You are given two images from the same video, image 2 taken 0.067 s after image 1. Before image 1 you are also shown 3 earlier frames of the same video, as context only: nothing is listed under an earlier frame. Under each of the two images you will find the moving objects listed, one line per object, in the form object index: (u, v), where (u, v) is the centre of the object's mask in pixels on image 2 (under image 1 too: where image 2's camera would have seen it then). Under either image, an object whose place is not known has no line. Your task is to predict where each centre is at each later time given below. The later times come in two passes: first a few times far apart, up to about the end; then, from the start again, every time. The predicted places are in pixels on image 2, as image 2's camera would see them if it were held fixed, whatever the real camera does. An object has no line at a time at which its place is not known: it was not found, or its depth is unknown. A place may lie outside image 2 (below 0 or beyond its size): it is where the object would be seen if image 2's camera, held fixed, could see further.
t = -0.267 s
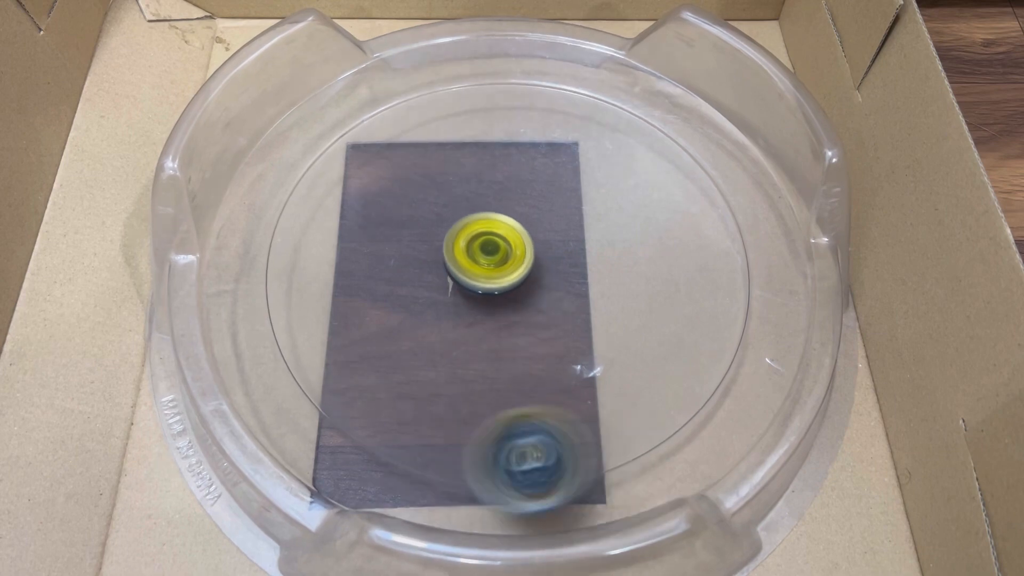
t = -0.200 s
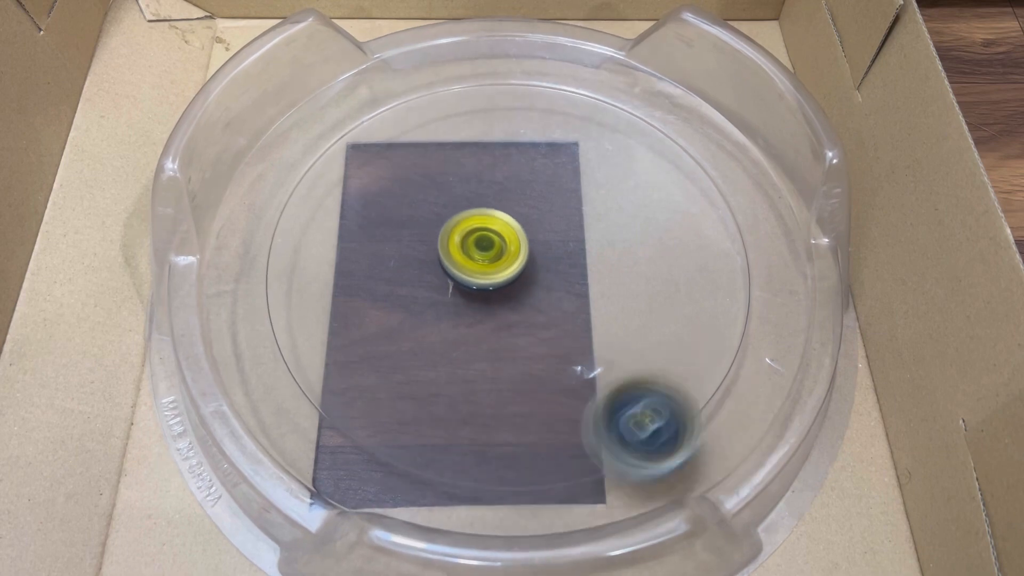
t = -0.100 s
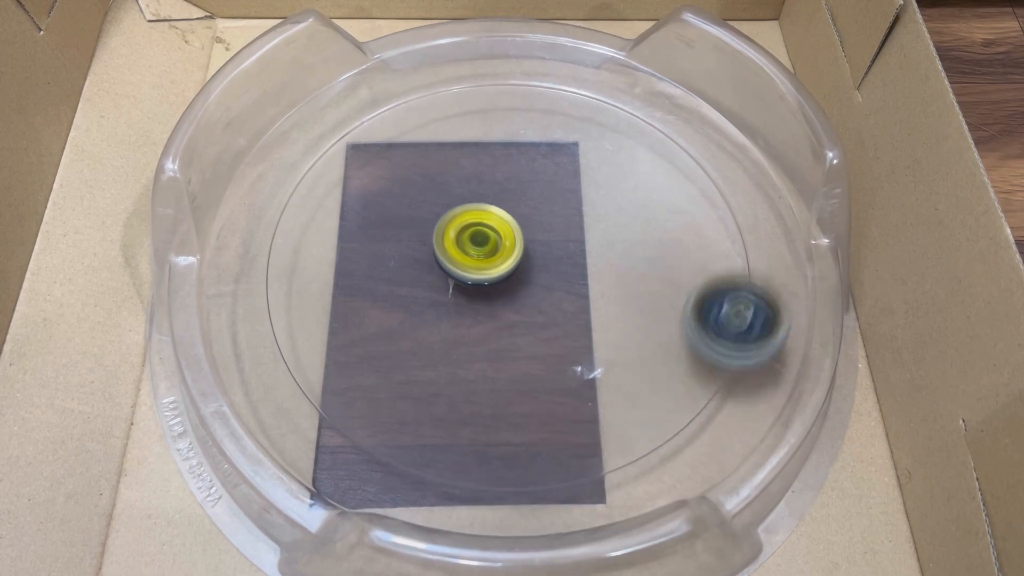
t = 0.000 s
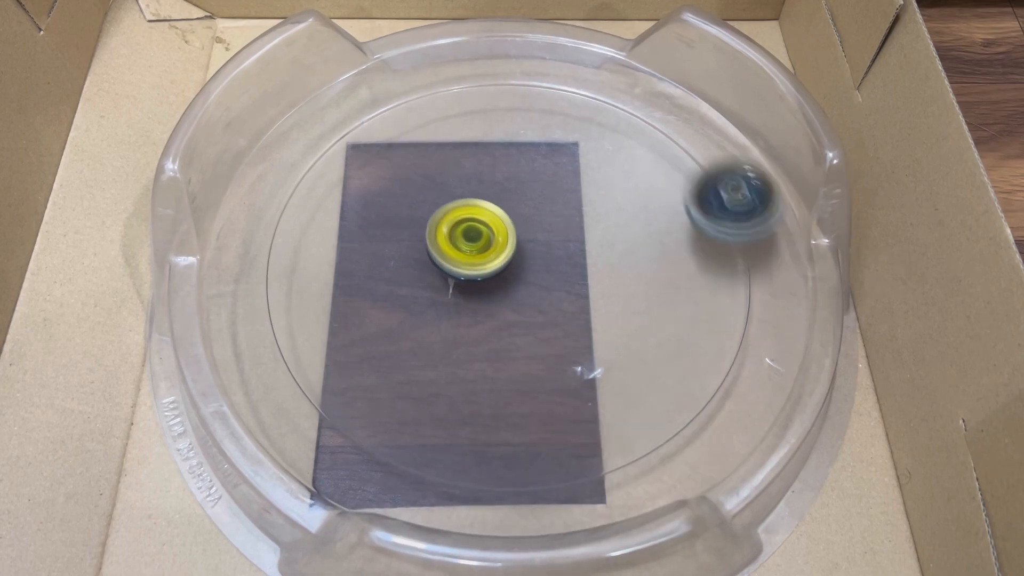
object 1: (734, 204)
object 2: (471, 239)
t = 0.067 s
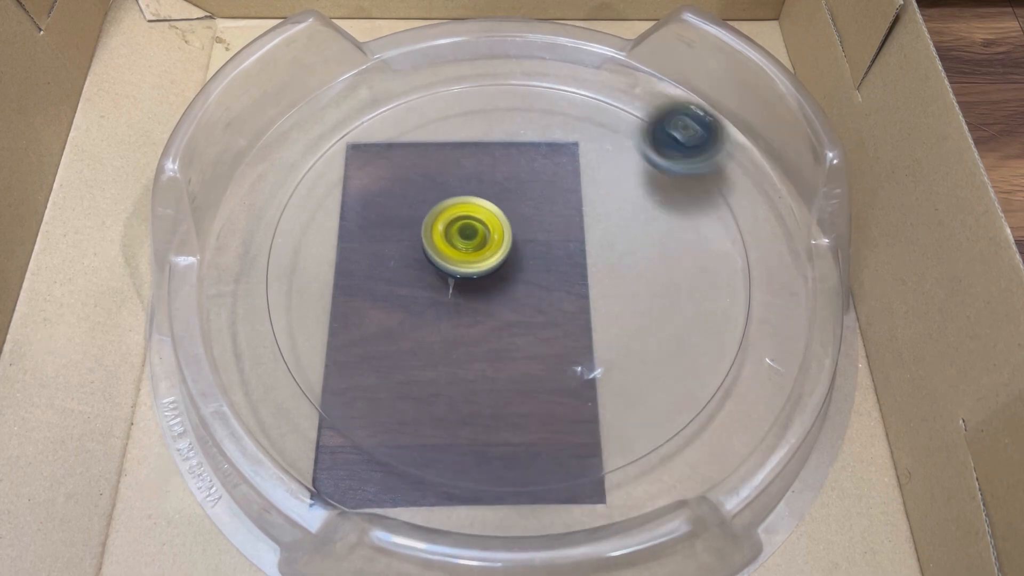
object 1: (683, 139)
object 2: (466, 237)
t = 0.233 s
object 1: (475, 97)
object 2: (455, 234)
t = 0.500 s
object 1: (297, 363)
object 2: (469, 240)
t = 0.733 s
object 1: (651, 429)
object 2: (494, 236)
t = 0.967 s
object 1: (703, 171)
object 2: (514, 226)
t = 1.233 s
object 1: (392, 101)
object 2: (528, 216)
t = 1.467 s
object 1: (290, 353)
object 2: (528, 210)
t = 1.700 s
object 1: (647, 436)
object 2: (530, 225)
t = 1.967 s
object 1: (607, 84)
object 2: (547, 244)
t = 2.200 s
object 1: (268, 251)
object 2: (562, 250)
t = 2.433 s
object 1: (516, 466)
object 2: (570, 252)
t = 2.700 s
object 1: (735, 197)
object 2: (560, 262)
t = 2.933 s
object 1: (374, 96)
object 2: (550, 278)
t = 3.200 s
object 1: (365, 423)
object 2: (539, 289)
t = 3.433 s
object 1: (674, 398)
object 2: (534, 287)
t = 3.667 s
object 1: (696, 161)
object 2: (527, 291)
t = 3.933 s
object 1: (418, 83)
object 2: (501, 289)
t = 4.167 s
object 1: (290, 263)
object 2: (494, 286)
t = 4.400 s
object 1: (501, 433)
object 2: (481, 278)
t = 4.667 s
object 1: (731, 254)
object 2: (485, 260)
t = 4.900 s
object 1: (600, 90)
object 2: (477, 255)
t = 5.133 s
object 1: (381, 127)
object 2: (478, 244)
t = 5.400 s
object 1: (379, 372)
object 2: (489, 238)
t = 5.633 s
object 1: (668, 374)
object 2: (498, 232)
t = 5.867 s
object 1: (693, 169)
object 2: (505, 221)
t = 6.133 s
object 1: (448, 106)
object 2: (515, 224)
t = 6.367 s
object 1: (328, 293)
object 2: (524, 236)
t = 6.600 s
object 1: (553, 426)
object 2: (542, 243)
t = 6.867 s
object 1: (711, 231)
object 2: (552, 252)
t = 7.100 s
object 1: (533, 103)
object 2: (568, 251)
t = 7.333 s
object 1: (335, 207)
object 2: (555, 255)
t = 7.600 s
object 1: (472, 418)
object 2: (551, 267)
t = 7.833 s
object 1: (688, 307)
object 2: (534, 275)
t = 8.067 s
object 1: (591, 127)
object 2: (515, 283)
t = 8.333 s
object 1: (366, 182)
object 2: (510, 288)
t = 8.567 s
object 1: (414, 375)
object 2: (506, 293)
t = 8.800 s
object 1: (653, 336)
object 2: (503, 285)
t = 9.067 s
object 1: (600, 139)
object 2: (486, 267)
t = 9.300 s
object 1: (407, 162)
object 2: (476, 263)
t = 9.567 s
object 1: (431, 357)
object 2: (486, 252)
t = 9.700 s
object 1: (562, 373)
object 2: (497, 242)
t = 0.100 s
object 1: (648, 117)
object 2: (464, 235)
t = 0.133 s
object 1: (609, 101)
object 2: (462, 234)
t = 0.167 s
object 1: (564, 93)
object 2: (459, 234)
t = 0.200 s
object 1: (520, 90)
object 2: (457, 234)
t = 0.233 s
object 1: (475, 97)
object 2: (455, 234)
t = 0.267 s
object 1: (432, 110)
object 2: (454, 236)
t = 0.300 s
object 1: (390, 131)
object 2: (455, 238)
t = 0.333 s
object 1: (356, 156)
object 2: (457, 240)
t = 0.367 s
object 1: (325, 190)
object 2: (460, 241)
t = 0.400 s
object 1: (302, 227)
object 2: (462, 241)
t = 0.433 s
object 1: (290, 270)
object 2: (464, 240)
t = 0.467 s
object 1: (289, 318)
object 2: (466, 240)
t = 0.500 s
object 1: (297, 363)
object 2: (469, 240)
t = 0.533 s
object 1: (333, 401)
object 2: (473, 242)
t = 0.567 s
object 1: (380, 433)
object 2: (477, 243)
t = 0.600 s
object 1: (434, 453)
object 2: (479, 242)
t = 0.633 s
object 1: (495, 461)
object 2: (482, 240)
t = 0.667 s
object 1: (548, 464)
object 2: (486, 239)
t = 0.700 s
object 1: (602, 452)
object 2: (490, 238)
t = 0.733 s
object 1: (651, 429)
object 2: (494, 236)
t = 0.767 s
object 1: (691, 400)
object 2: (498, 235)
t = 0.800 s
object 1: (720, 363)
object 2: (501, 234)
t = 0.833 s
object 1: (738, 322)
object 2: (504, 232)
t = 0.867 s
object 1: (744, 282)
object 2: (506, 231)
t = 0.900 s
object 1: (740, 241)
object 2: (509, 230)
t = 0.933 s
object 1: (724, 204)
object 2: (512, 229)
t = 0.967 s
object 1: (703, 171)
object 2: (514, 226)
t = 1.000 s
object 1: (674, 143)
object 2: (516, 224)
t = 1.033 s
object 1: (640, 120)
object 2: (517, 222)
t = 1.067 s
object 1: (601, 102)
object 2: (519, 220)
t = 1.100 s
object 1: (559, 90)
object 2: (521, 219)
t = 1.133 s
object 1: (516, 84)
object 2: (523, 219)
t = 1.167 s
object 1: (473, 84)
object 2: (525, 218)
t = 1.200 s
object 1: (432, 89)
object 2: (526, 217)
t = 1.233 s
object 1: (392, 101)
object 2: (528, 216)
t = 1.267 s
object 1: (357, 119)
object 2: (528, 214)
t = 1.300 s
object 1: (324, 142)
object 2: (528, 212)
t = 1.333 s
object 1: (296, 171)
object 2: (528, 210)
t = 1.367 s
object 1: (276, 213)
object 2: (527, 208)
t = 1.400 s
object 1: (267, 255)
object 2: (528, 207)
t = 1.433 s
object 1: (272, 306)
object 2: (529, 208)
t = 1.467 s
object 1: (290, 353)
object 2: (528, 210)
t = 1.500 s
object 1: (324, 395)
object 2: (527, 212)
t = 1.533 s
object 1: (372, 427)
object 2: (526, 214)
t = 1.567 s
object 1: (421, 452)
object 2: (527, 216)
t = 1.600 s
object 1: (480, 464)
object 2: (527, 218)
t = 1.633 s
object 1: (537, 466)
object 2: (529, 220)
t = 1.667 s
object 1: (593, 456)
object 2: (529, 222)
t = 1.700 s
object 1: (647, 436)
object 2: (530, 225)
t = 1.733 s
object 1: (692, 403)
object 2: (532, 227)
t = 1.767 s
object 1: (728, 359)
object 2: (533, 230)
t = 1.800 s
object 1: (747, 308)
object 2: (534, 232)
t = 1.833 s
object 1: (751, 254)
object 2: (536, 235)
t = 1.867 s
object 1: (736, 199)
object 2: (539, 238)
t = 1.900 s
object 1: (703, 152)
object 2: (542, 240)
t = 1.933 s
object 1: (660, 112)
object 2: (545, 242)
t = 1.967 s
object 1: (607, 84)
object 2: (547, 244)
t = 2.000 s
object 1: (542, 67)
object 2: (549, 246)
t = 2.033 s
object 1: (477, 66)
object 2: (551, 247)
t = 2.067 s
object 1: (415, 79)
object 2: (553, 249)
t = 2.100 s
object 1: (359, 106)
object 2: (555, 250)
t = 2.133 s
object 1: (313, 147)
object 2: (557, 250)
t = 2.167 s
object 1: (281, 200)
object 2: (560, 250)
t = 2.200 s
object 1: (268, 251)
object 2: (562, 250)
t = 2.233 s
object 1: (270, 302)
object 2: (565, 251)
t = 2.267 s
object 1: (287, 349)
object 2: (567, 251)
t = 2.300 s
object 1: (322, 390)
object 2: (568, 252)
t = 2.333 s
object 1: (363, 424)
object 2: (569, 252)
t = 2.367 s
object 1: (410, 449)
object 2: (569, 252)
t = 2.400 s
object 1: (463, 461)
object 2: (570, 252)
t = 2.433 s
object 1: (516, 466)
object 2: (570, 252)
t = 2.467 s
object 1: (570, 461)
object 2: (570, 252)
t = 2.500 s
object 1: (619, 446)
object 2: (568, 252)
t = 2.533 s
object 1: (668, 422)
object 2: (567, 253)
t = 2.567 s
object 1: (706, 388)
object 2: (565, 255)
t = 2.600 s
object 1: (734, 344)
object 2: (563, 257)
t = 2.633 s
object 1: (748, 296)
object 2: (562, 259)
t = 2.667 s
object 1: (750, 246)
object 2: (561, 260)
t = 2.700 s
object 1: (735, 197)
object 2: (560, 262)
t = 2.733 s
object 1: (705, 152)
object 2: (558, 263)
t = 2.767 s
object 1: (666, 115)
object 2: (557, 265)
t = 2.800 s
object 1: (614, 86)
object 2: (555, 268)
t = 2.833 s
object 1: (553, 67)
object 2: (553, 270)
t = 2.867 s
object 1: (491, 64)
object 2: (551, 273)
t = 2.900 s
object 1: (430, 74)
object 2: (550, 275)
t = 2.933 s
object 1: (374, 96)
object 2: (550, 278)
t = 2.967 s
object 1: (327, 130)
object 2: (550, 280)
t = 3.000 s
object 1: (293, 175)
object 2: (550, 282)
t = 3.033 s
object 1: (272, 226)
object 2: (549, 284)
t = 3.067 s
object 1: (267, 270)
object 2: (548, 286)
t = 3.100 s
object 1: (275, 318)
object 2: (545, 287)
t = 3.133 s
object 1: (296, 360)
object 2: (543, 288)
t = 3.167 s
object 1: (328, 396)
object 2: (541, 289)
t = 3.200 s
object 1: (365, 423)
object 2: (539, 289)
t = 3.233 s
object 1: (405, 446)
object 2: (537, 289)
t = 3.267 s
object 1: (454, 459)
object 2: (535, 289)
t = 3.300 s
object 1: (506, 464)
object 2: (534, 288)
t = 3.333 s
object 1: (552, 458)
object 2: (533, 288)
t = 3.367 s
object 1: (599, 445)
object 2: (533, 288)
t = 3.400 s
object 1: (640, 425)
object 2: (533, 287)
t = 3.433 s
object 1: (674, 398)
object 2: (534, 287)
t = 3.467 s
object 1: (698, 366)
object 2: (535, 287)
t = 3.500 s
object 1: (717, 332)
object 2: (535, 287)
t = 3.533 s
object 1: (727, 295)
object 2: (535, 288)
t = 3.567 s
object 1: (729, 259)
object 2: (535, 289)
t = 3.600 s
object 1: (723, 224)
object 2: (533, 290)
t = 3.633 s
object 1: (712, 192)
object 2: (531, 291)
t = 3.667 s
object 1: (696, 161)
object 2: (527, 291)
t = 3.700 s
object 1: (673, 135)
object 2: (523, 290)
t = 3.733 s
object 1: (649, 112)
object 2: (520, 290)
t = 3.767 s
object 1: (618, 92)
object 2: (516, 289)
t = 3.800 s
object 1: (584, 78)
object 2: (513, 289)
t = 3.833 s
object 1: (545, 67)
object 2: (510, 288)
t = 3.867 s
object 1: (499, 68)
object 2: (507, 289)
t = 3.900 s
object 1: (458, 72)
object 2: (504, 289)
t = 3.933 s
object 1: (418, 83)
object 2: (501, 289)
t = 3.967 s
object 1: (384, 98)
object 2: (498, 289)
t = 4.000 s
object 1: (358, 117)
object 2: (496, 288)
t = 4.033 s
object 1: (334, 141)
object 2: (494, 287)
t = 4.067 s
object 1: (316, 168)
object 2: (493, 285)
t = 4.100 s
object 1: (298, 199)
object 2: (494, 284)
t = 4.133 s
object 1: (289, 231)
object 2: (495, 285)
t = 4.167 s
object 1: (290, 263)
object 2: (494, 286)
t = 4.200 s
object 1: (300, 299)
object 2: (491, 286)
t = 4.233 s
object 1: (316, 332)
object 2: (488, 286)
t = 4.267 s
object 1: (341, 363)
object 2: (486, 285)
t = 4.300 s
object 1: (376, 393)
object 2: (483, 284)
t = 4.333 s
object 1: (411, 413)
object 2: (481, 282)
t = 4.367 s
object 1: (454, 426)
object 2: (480, 280)
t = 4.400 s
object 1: (501, 433)
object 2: (481, 278)
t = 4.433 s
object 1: (547, 431)
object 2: (482, 276)
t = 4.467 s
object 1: (593, 423)
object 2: (482, 274)
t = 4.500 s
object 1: (634, 406)
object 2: (483, 271)
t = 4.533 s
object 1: (671, 382)
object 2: (483, 269)
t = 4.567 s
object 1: (698, 352)
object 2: (483, 266)
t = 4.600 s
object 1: (716, 321)
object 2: (484, 264)
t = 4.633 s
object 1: (728, 288)
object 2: (484, 261)
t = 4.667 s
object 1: (731, 254)
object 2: (485, 260)
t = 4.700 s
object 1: (726, 223)
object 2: (486, 258)
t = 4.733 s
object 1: (717, 195)
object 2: (486, 258)
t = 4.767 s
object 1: (702, 168)
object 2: (485, 258)
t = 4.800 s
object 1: (681, 143)
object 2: (483, 257)
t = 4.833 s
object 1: (657, 121)
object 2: (481, 257)
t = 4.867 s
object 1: (629, 103)
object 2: (479, 256)
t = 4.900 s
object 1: (600, 90)
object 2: (477, 255)
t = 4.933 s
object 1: (564, 81)
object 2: (475, 253)
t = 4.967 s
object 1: (531, 75)
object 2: (474, 251)
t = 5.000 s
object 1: (498, 76)
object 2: (473, 249)
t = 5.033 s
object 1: (468, 82)
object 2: (473, 247)
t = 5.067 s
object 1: (437, 93)
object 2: (474, 245)
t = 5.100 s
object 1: (410, 107)
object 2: (476, 244)
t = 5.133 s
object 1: (381, 127)
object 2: (478, 244)
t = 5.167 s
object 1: (358, 151)
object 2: (480, 245)
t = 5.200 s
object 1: (336, 178)
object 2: (479, 246)
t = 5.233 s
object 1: (321, 211)
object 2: (478, 245)
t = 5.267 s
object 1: (314, 244)
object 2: (478, 243)
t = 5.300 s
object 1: (318, 279)
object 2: (480, 241)
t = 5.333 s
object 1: (330, 313)
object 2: (483, 240)
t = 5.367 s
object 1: (351, 345)
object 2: (486, 239)
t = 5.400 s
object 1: (379, 372)
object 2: (489, 238)
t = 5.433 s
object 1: (416, 396)
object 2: (492, 237)
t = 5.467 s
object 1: (457, 411)
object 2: (495, 236)
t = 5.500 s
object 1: (503, 420)
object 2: (497, 235)
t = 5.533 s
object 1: (550, 421)
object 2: (499, 235)
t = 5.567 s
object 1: (594, 413)
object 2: (499, 234)
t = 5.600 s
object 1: (634, 397)
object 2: (499, 233)
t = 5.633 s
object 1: (668, 374)
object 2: (498, 232)
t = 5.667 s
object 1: (693, 346)
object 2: (497, 232)
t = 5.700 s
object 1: (710, 317)
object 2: (496, 231)
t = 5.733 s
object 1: (721, 286)
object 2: (495, 228)
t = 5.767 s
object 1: (723, 254)
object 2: (497, 226)
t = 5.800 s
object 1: (719, 225)
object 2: (500, 223)
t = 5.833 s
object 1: (709, 195)
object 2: (502, 222)
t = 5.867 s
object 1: (693, 169)
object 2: (505, 221)
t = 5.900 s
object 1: (672, 145)
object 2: (508, 221)
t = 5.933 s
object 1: (647, 126)
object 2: (510, 220)
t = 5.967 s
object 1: (616, 111)
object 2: (512, 219)
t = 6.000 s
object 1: (583, 100)
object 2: (514, 219)
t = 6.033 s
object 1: (549, 94)
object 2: (516, 220)
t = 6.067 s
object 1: (515, 92)
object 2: (516, 222)
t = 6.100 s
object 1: (480, 96)
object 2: (516, 223)
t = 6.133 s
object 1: (448, 106)
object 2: (515, 224)
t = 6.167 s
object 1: (418, 121)
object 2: (515, 223)
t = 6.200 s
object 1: (388, 142)
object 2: (517, 223)
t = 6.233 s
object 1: (364, 165)
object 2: (520, 225)
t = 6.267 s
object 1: (345, 191)
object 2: (523, 228)
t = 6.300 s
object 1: (330, 224)
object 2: (524, 231)
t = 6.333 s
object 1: (324, 258)
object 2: (524, 234)
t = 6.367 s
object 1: (328, 293)
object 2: (524, 236)
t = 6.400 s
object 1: (341, 327)
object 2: (525, 238)
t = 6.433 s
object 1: (362, 358)
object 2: (526, 240)
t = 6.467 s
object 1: (390, 385)
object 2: (528, 240)
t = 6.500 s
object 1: (428, 407)
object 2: (531, 240)
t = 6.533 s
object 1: (467, 420)
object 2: (534, 239)
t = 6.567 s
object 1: (510, 427)
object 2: (539, 241)
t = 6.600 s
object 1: (553, 426)
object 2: (542, 243)
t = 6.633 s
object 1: (595, 417)
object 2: (546, 245)
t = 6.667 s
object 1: (633, 402)
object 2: (549, 247)
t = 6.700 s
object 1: (664, 380)
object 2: (551, 250)
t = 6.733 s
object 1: (688, 353)
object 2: (553, 252)
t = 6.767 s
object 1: (704, 323)
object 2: (552, 254)
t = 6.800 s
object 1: (713, 293)
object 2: (552, 254)
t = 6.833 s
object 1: (715, 261)
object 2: (551, 254)
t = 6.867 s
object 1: (711, 231)
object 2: (552, 252)
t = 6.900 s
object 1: (699, 202)
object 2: (555, 251)
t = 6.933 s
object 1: (681, 177)
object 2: (559, 251)
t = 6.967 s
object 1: (659, 153)
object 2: (562, 251)
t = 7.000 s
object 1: (632, 133)
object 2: (565, 251)
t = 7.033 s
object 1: (602, 118)
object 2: (567, 251)
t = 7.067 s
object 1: (567, 108)
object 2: (568, 251)
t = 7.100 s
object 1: (533, 103)
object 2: (568, 251)
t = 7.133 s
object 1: (499, 102)
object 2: (567, 252)
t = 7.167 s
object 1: (465, 108)
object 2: (565, 253)
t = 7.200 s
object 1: (431, 119)
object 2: (562, 254)
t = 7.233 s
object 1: (402, 135)
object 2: (559, 255)
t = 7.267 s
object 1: (377, 156)
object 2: (556, 255)
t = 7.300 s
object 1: (355, 180)
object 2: (555, 255)
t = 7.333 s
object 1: (335, 207)
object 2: (555, 255)
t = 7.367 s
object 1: (324, 239)
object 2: (555, 256)
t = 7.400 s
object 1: (321, 272)
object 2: (556, 257)
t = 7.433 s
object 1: (327, 306)
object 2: (556, 260)
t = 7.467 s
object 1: (342, 337)
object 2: (556, 261)
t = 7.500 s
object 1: (365, 366)
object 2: (555, 263)
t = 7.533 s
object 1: (393, 389)
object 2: (554, 265)
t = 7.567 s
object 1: (431, 407)
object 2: (553, 266)
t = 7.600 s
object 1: (472, 418)
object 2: (551, 267)
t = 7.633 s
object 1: (515, 422)
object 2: (550, 267)
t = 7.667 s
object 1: (556, 418)
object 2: (550, 267)
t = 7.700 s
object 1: (594, 406)
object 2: (550, 268)
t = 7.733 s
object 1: (630, 387)
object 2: (547, 270)
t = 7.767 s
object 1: (658, 363)
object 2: (543, 272)
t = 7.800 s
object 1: (676, 335)
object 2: (538, 274)
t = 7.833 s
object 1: (688, 307)
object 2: (534, 275)
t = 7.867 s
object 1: (692, 276)
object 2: (529, 275)
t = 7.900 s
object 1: (690, 246)
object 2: (525, 276)
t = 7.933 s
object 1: (682, 218)
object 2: (521, 276)
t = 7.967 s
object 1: (667, 190)
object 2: (518, 277)
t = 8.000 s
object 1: (646, 165)
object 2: (516, 278)
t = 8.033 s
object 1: (620, 143)
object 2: (515, 281)
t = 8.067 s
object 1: (591, 127)
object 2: (515, 283)
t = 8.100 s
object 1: (558, 117)
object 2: (515, 285)
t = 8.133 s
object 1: (527, 111)
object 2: (514, 287)
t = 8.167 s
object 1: (493, 111)
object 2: (514, 289)
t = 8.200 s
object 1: (463, 115)
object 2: (513, 290)
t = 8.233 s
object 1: (433, 125)
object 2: (512, 290)
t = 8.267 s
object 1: (407, 141)
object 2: (510, 290)
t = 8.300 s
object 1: (384, 160)
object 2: (510, 289)
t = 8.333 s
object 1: (366, 182)
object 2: (510, 288)
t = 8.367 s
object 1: (349, 208)
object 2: (511, 288)
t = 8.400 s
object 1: (340, 237)
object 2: (512, 289)
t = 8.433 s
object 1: (339, 268)
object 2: (512, 290)
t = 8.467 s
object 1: (346, 299)
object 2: (512, 292)
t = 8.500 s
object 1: (361, 329)
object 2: (510, 293)
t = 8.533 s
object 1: (383, 354)
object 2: (508, 293)
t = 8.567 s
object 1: (414, 375)
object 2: (506, 293)
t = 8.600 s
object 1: (451, 390)
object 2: (503, 292)
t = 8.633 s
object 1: (488, 397)
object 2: (501, 289)
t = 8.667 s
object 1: (527, 398)
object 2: (501, 287)
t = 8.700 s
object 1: (564, 393)
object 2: (502, 285)
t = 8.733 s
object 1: (599, 379)
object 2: (504, 285)
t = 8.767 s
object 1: (630, 359)
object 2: (504, 285)
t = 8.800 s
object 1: (653, 336)
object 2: (503, 285)
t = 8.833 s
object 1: (669, 309)
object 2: (500, 284)
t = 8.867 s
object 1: (678, 283)
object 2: (498, 280)
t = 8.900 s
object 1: (678, 256)
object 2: (495, 276)
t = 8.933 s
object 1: (674, 229)
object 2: (492, 272)
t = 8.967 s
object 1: (665, 202)
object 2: (491, 269)
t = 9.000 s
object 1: (648, 177)
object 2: (489, 266)
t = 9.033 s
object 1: (626, 157)
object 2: (487, 266)
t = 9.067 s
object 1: (600, 139)
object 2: (486, 267)
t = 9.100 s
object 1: (573, 127)
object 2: (486, 268)
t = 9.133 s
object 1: (542, 120)
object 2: (485, 269)
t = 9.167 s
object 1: (512, 117)
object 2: (483, 269)
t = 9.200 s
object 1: (481, 122)
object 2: (481, 269)
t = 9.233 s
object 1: (454, 130)
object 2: (479, 268)
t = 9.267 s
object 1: (429, 144)
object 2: (476, 266)
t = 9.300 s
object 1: (407, 162)
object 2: (476, 263)
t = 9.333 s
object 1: (389, 183)
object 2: (478, 261)
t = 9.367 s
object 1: (376, 208)
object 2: (480, 260)
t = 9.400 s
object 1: (367, 235)
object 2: (482, 262)
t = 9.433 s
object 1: (365, 263)
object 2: (482, 263)
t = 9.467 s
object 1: (371, 291)
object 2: (480, 262)
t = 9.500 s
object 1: (384, 316)
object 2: (480, 259)
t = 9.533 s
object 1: (405, 339)
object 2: (483, 255)
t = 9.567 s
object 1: (431, 357)
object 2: (486, 252)
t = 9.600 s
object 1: (462, 369)
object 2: (491, 250)
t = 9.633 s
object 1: (495, 375)
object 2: (494, 247)
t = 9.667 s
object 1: (529, 377)
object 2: (496, 245)
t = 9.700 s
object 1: (562, 373)
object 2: (497, 242)
